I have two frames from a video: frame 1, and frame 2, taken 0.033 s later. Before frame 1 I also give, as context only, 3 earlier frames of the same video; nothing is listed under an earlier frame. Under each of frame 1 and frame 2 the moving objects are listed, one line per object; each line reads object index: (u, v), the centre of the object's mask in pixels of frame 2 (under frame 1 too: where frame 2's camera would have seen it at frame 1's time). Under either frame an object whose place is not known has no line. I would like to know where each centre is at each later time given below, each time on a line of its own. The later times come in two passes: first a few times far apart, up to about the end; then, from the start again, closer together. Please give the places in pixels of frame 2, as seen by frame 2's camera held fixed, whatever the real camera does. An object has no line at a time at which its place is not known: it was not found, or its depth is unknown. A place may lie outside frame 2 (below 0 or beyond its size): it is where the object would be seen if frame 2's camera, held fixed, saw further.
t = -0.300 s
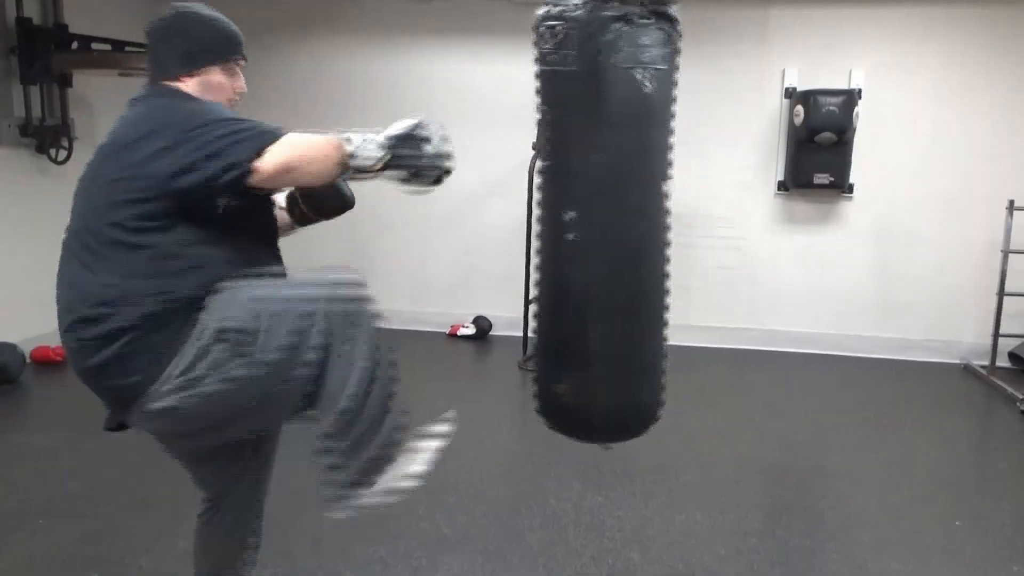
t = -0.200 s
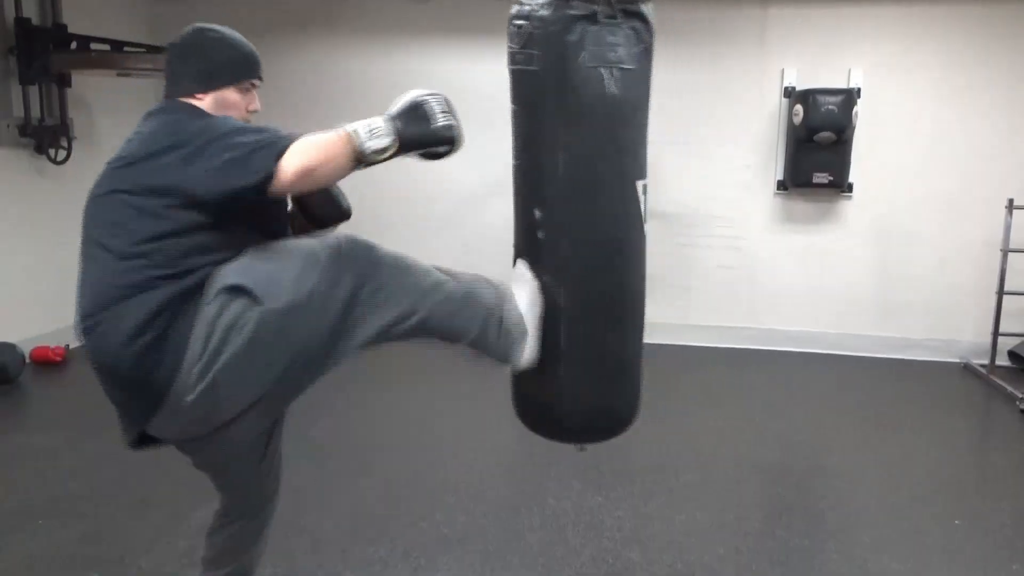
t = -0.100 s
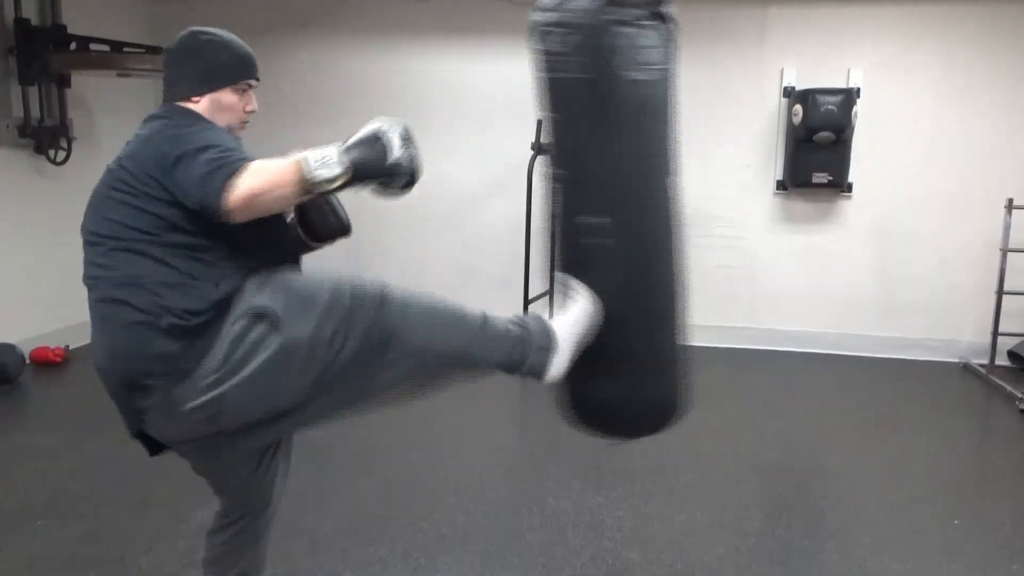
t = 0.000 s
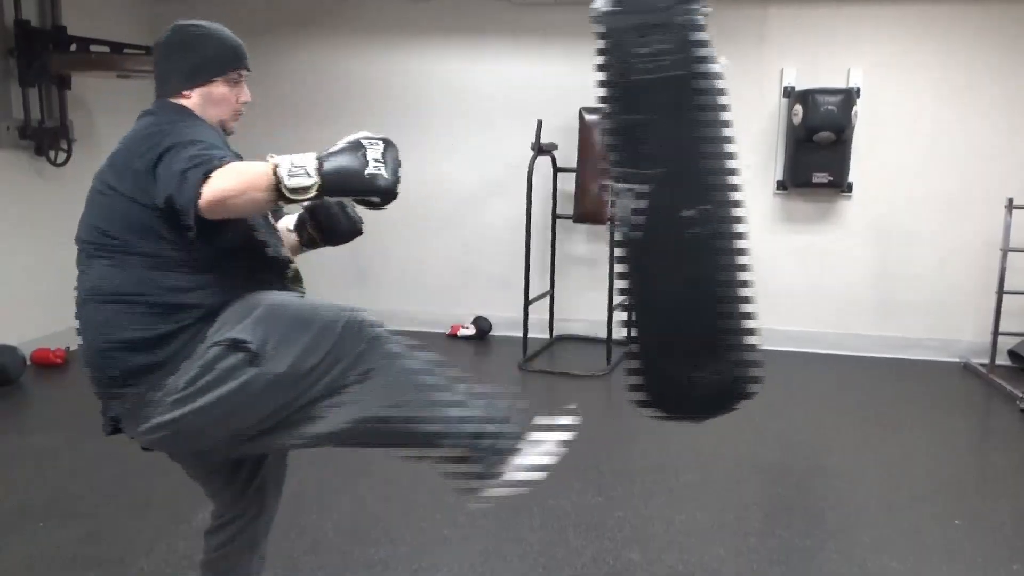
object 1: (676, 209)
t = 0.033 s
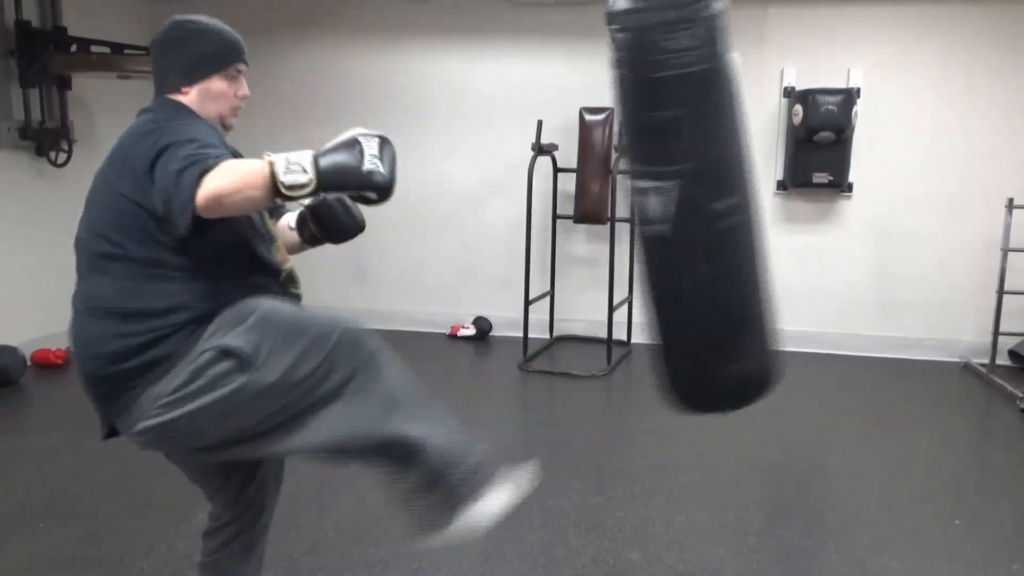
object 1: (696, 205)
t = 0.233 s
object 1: (773, 170)
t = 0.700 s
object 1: (767, 173)
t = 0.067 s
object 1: (710, 198)
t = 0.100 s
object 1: (725, 191)
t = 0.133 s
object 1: (738, 184)
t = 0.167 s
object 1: (751, 179)
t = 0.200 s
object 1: (762, 175)
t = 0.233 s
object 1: (773, 170)
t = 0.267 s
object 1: (782, 168)
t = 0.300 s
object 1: (791, 164)
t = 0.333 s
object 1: (797, 162)
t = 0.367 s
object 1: (801, 159)
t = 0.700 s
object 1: (767, 173)
